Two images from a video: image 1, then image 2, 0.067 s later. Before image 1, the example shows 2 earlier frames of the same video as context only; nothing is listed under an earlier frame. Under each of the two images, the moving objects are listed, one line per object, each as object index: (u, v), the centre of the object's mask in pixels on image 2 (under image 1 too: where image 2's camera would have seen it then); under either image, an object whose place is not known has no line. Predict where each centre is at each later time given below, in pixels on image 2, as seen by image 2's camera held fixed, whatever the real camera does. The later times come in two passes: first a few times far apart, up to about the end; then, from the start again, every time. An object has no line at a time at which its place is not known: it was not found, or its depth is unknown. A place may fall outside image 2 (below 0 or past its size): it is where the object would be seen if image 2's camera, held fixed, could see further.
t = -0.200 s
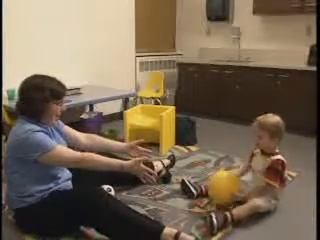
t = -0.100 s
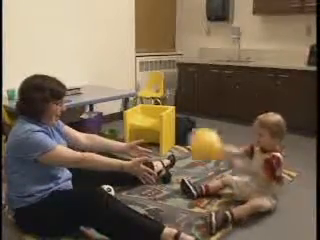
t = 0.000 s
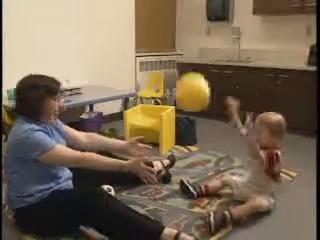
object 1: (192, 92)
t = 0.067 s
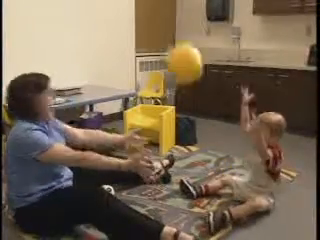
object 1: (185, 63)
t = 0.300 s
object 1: (146, 15)
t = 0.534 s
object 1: (111, 74)
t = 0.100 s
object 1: (179, 50)
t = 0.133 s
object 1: (174, 37)
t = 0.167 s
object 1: (169, 29)
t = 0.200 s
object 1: (163, 23)
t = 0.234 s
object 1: (158, 16)
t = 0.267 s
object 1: (153, 15)
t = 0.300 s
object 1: (146, 15)
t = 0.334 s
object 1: (140, 16)
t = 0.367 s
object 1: (134, 19)
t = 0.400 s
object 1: (128, 24)
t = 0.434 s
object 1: (125, 35)
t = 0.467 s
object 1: (120, 48)
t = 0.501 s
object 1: (114, 60)
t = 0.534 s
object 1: (111, 74)
